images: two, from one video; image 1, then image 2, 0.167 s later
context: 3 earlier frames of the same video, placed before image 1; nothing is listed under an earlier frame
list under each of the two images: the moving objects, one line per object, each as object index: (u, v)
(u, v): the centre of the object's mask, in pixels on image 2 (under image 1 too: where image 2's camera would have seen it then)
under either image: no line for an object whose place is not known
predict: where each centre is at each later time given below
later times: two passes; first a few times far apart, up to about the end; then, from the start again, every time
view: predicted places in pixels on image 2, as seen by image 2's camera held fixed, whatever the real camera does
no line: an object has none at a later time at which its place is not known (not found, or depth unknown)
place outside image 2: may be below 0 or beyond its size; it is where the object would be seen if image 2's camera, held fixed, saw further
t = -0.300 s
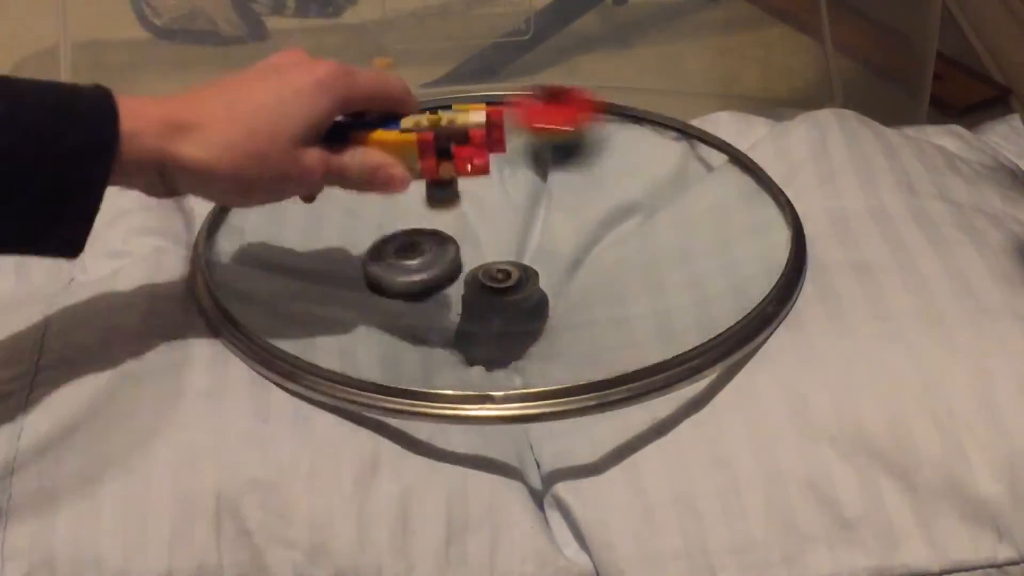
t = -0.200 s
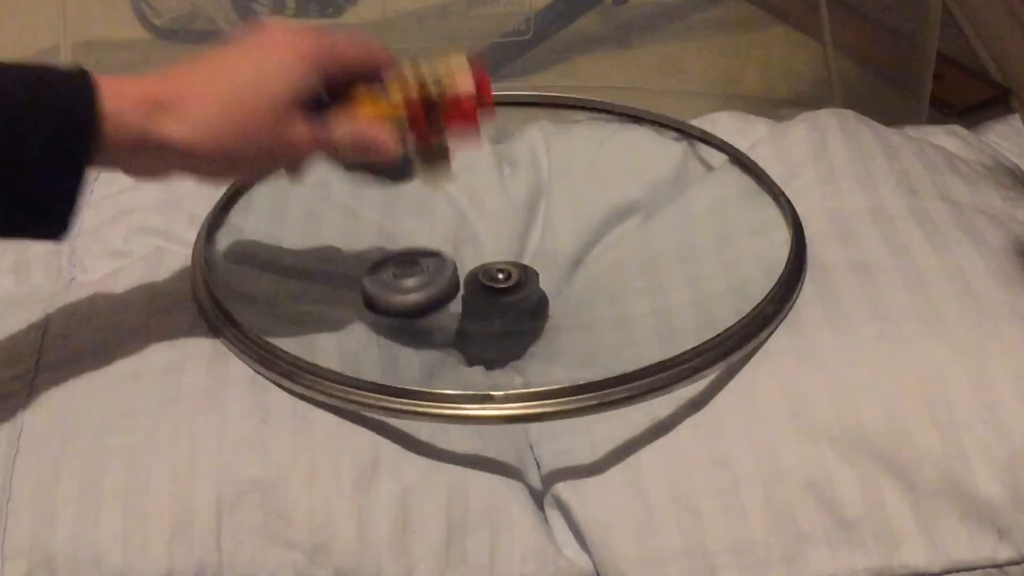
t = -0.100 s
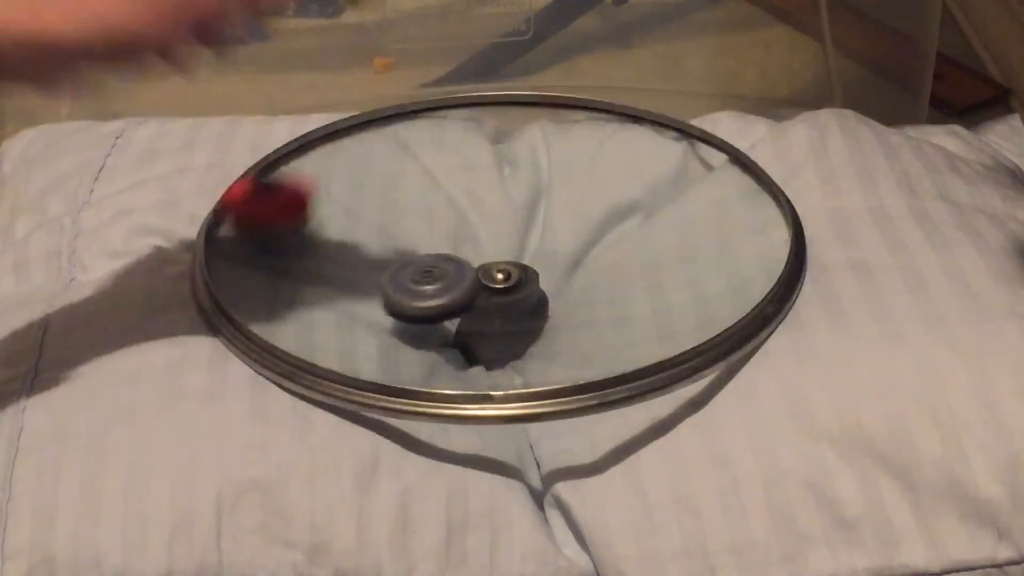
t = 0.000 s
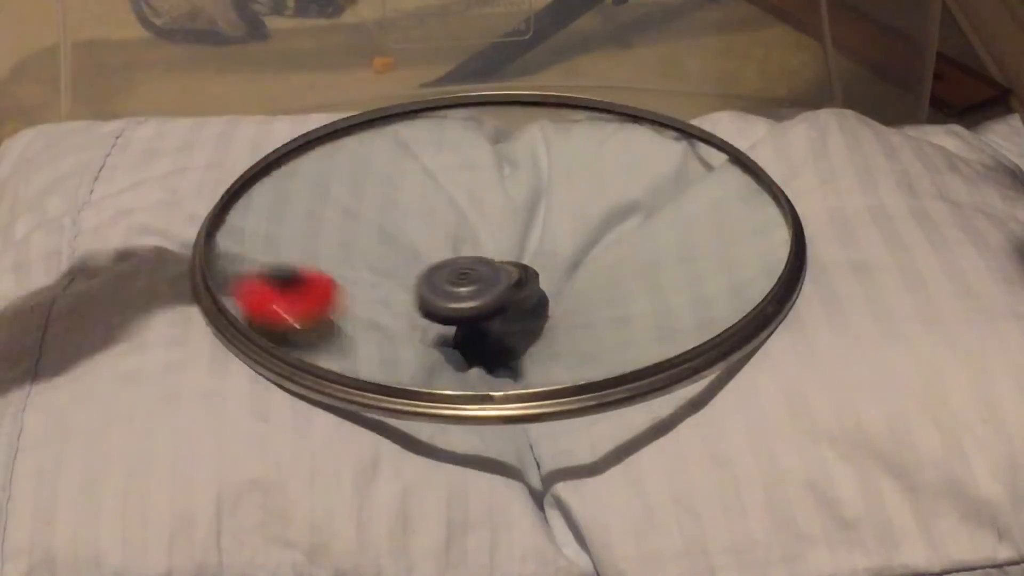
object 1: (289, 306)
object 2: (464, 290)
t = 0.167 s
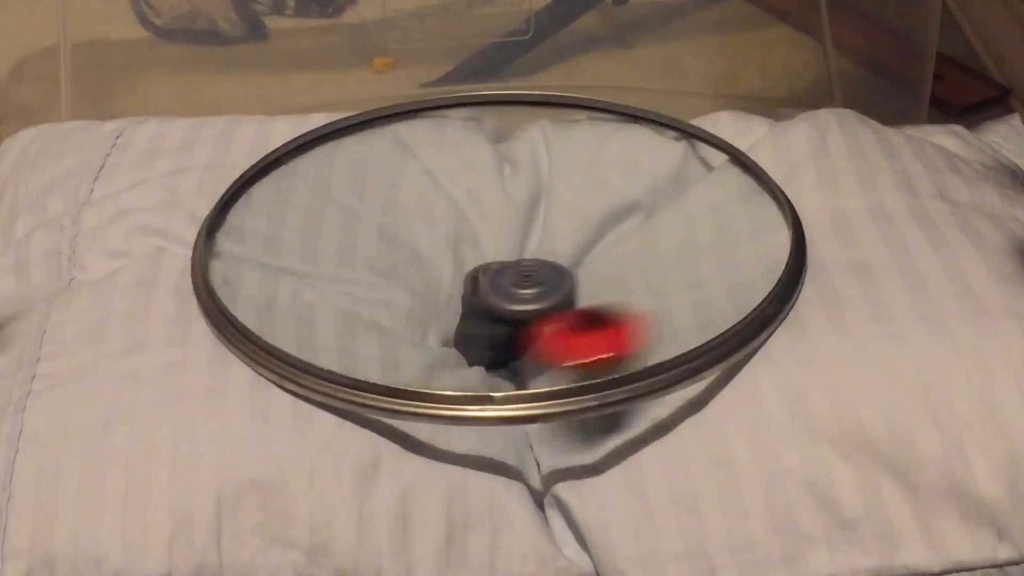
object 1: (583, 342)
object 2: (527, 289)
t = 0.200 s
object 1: (651, 324)
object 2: (542, 290)
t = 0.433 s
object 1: (623, 143)
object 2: (549, 249)
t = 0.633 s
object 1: (302, 179)
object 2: (498, 228)
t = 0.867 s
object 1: (435, 354)
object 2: (375, 235)
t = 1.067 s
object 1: (730, 259)
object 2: (332, 288)
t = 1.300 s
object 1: (516, 125)
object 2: (512, 322)
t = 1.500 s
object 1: (269, 216)
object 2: (662, 221)
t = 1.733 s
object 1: (465, 354)
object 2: (474, 126)
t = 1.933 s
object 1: (720, 272)
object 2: (258, 264)
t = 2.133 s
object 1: (618, 138)
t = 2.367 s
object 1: (305, 184)
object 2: (493, 126)
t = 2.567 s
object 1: (384, 348)
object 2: (291, 311)
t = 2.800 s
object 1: (718, 184)
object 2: (733, 264)
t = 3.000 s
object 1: (347, 153)
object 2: (516, 129)
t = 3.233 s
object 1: (478, 355)
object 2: (290, 311)
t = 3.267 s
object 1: (555, 348)
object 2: (340, 337)
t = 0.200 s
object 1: (651, 324)
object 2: (542, 290)
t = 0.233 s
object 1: (699, 300)
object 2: (552, 286)
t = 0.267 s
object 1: (728, 273)
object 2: (559, 280)
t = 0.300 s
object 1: (736, 243)
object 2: (563, 274)
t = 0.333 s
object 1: (731, 211)
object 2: (564, 268)
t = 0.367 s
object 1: (713, 181)
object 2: (562, 262)
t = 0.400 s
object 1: (677, 158)
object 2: (557, 255)
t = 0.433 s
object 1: (623, 143)
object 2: (549, 249)
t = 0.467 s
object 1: (568, 132)
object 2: (539, 244)
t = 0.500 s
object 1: (507, 126)
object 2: (527, 242)
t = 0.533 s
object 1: (448, 125)
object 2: (523, 233)
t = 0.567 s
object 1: (391, 135)
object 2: (518, 227)
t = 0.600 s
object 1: (340, 154)
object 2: (509, 222)
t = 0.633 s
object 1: (302, 179)
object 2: (498, 228)
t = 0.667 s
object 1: (271, 207)
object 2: (481, 227)
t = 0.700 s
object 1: (260, 240)
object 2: (465, 228)
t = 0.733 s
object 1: (262, 272)
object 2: (449, 229)
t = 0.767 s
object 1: (283, 302)
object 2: (431, 230)
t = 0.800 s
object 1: (320, 326)
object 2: (411, 230)
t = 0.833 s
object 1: (370, 343)
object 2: (393, 232)
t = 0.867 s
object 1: (435, 354)
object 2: (375, 235)
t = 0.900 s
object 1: (497, 353)
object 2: (359, 243)
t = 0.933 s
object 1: (562, 343)
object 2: (346, 250)
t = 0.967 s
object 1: (621, 332)
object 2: (336, 259)
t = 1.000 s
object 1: (675, 311)
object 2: (330, 269)
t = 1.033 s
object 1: (716, 285)
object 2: (328, 278)
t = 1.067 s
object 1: (730, 259)
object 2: (332, 288)
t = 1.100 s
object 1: (729, 230)
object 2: (340, 299)
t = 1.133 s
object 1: (718, 200)
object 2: (355, 310)
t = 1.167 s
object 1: (700, 173)
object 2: (379, 321)
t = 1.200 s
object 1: (663, 159)
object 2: (409, 331)
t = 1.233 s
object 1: (617, 137)
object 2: (443, 324)
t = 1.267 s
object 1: (569, 124)
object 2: (484, 327)
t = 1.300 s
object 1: (516, 125)
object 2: (512, 322)
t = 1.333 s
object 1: (461, 123)
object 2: (553, 328)
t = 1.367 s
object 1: (409, 132)
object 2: (589, 310)
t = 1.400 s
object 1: (362, 145)
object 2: (617, 290)
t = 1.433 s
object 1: (321, 165)
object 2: (640, 268)
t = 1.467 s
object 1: (289, 191)
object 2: (654, 245)
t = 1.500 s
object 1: (269, 216)
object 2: (662, 221)
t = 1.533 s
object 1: (264, 247)
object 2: (663, 195)
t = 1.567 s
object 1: (265, 276)
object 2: (651, 176)
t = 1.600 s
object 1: (284, 302)
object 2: (636, 146)
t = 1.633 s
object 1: (316, 323)
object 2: (608, 133)
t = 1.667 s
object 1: (357, 340)
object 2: (570, 128)
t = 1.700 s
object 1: (409, 349)
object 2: (521, 127)
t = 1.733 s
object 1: (465, 354)
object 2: (474, 126)
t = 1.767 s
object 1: (521, 353)
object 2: (420, 131)
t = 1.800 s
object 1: (577, 367)
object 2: (369, 144)
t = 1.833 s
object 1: (625, 333)
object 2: (321, 166)
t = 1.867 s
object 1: (665, 318)
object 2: (283, 194)
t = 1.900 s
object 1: (698, 297)
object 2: (262, 228)
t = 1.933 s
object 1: (720, 272)
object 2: (258, 264)
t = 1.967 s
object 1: (730, 247)
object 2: (278, 297)
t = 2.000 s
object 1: (729, 220)
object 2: (321, 329)
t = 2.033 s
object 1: (719, 193)
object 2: (394, 350)
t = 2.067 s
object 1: (699, 170)
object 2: (486, 351)
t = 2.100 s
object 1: (660, 159)
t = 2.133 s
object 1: (618, 138)
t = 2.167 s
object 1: (576, 125)
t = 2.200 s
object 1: (523, 127)
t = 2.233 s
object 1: (474, 124)
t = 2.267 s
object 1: (423, 129)
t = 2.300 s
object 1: (375, 140)
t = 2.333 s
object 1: (337, 162)
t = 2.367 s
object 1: (305, 184)
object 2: (493, 126)
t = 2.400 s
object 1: (275, 208)
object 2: (415, 132)
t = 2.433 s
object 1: (264, 233)
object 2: (341, 159)
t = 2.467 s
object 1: (266, 260)
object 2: (277, 198)
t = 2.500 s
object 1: (274, 287)
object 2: (252, 234)
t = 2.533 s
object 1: (315, 322)
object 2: (259, 272)
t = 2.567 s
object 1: (384, 348)
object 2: (291, 311)
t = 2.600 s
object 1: (471, 356)
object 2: (344, 338)
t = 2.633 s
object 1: (561, 348)
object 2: (412, 354)
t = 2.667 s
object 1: (648, 327)
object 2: (495, 355)
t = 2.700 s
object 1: (704, 297)
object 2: (579, 349)
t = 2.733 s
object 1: (735, 258)
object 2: (646, 331)
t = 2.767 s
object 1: (739, 221)
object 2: (702, 300)
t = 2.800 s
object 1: (718, 184)
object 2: (733, 264)
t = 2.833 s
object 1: (672, 156)
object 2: (738, 230)
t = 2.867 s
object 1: (617, 130)
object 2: (726, 197)
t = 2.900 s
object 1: (550, 123)
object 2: (693, 165)
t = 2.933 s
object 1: (478, 123)
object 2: (644, 141)
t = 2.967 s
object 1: (407, 133)
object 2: (586, 128)
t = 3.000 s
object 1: (347, 153)
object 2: (516, 129)
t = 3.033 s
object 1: (293, 182)
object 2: (448, 126)
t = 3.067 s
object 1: (267, 218)
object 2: (382, 139)
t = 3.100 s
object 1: (258, 256)
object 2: (325, 164)
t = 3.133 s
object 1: (283, 297)
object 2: (283, 196)
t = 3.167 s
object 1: (328, 328)
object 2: (258, 236)
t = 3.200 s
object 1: (397, 349)
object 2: (259, 271)
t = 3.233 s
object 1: (478, 355)
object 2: (290, 311)
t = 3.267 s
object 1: (555, 348)
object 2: (340, 337)
